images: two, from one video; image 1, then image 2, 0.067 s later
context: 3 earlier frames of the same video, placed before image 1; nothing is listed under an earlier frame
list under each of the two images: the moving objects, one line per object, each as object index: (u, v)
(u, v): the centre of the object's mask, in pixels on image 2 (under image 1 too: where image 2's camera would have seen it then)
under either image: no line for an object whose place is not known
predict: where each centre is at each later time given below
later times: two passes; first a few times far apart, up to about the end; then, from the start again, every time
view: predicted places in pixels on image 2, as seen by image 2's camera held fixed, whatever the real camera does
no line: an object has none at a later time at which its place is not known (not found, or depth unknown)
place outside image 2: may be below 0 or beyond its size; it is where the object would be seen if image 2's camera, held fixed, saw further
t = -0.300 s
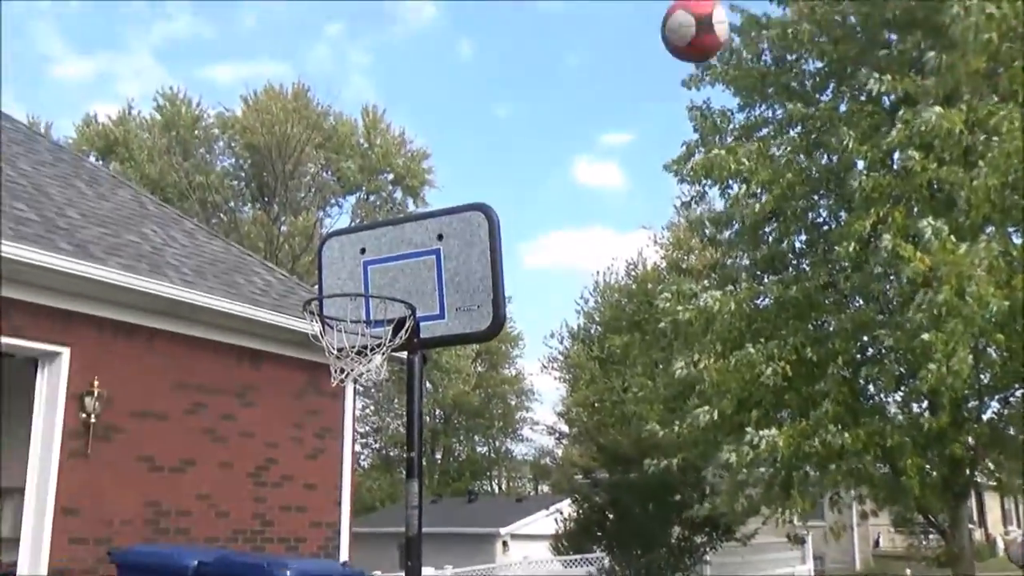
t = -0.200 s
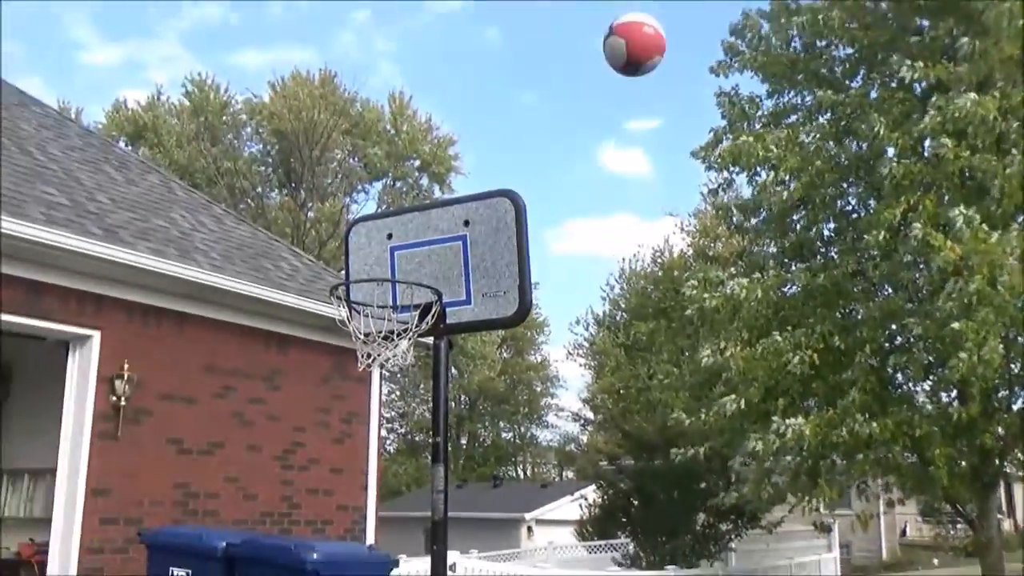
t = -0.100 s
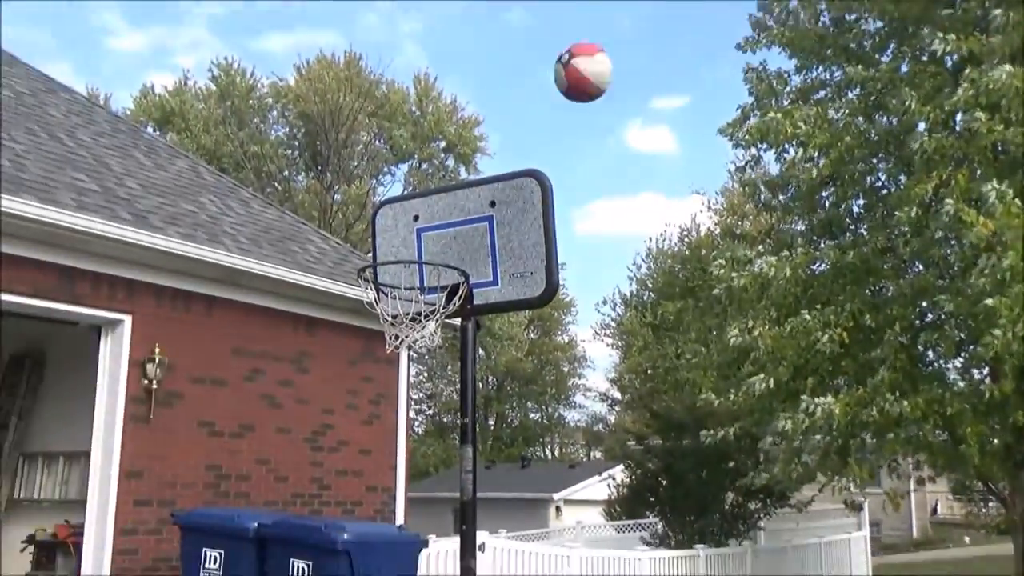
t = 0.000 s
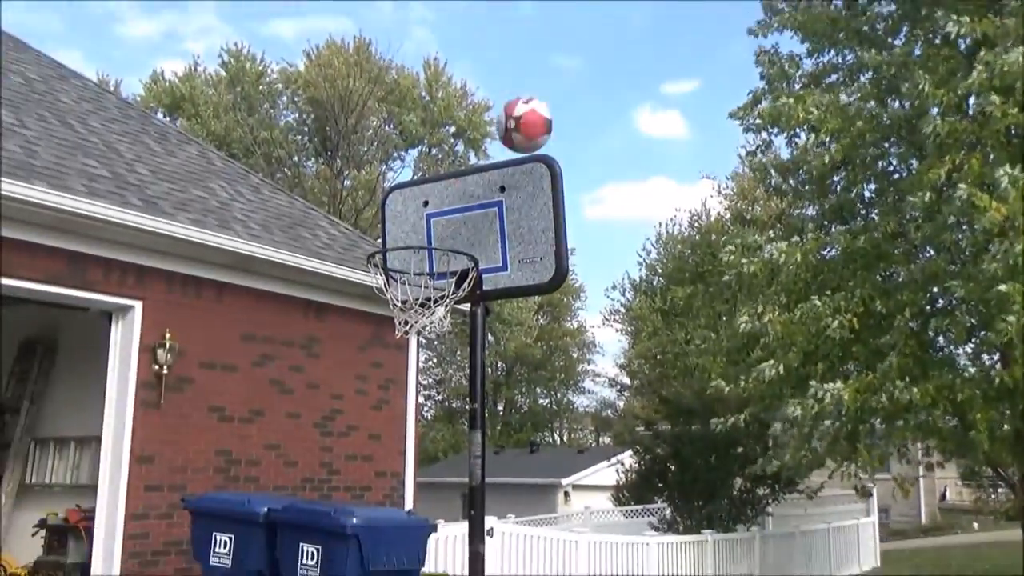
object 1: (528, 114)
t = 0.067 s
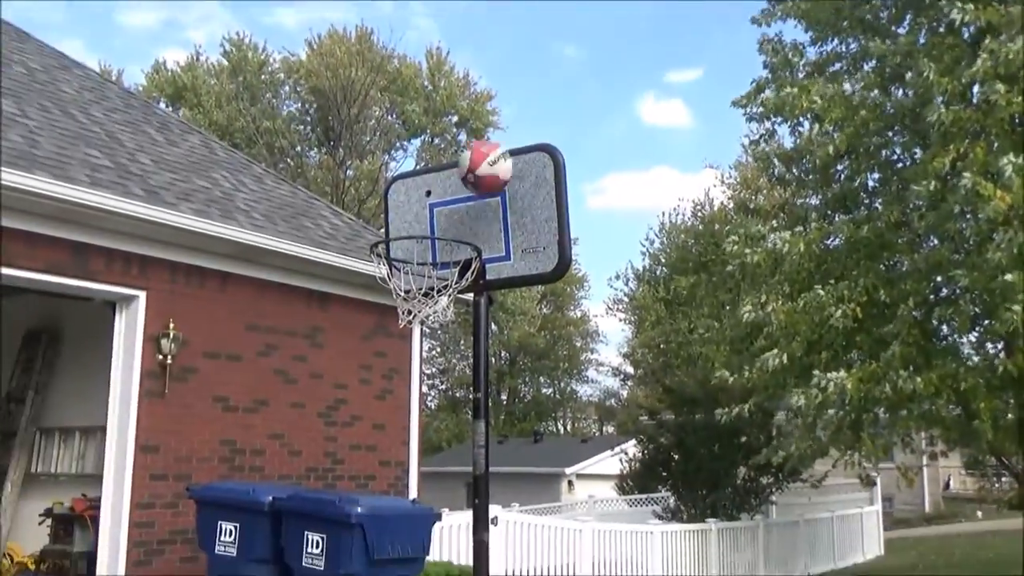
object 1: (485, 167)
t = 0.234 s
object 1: (398, 198)
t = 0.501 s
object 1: (247, 122)
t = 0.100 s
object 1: (466, 196)
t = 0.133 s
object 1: (447, 224)
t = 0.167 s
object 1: (432, 234)
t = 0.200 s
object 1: (415, 215)
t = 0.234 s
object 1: (398, 198)
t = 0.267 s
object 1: (381, 181)
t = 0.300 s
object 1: (362, 166)
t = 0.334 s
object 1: (344, 153)
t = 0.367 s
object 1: (327, 142)
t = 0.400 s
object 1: (309, 134)
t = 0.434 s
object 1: (287, 128)
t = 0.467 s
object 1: (269, 124)
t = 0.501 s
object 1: (247, 122)
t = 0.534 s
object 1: (224, 122)
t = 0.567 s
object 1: (200, 127)
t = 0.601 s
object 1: (176, 132)
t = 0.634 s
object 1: (149, 142)
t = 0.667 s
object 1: (120, 156)
